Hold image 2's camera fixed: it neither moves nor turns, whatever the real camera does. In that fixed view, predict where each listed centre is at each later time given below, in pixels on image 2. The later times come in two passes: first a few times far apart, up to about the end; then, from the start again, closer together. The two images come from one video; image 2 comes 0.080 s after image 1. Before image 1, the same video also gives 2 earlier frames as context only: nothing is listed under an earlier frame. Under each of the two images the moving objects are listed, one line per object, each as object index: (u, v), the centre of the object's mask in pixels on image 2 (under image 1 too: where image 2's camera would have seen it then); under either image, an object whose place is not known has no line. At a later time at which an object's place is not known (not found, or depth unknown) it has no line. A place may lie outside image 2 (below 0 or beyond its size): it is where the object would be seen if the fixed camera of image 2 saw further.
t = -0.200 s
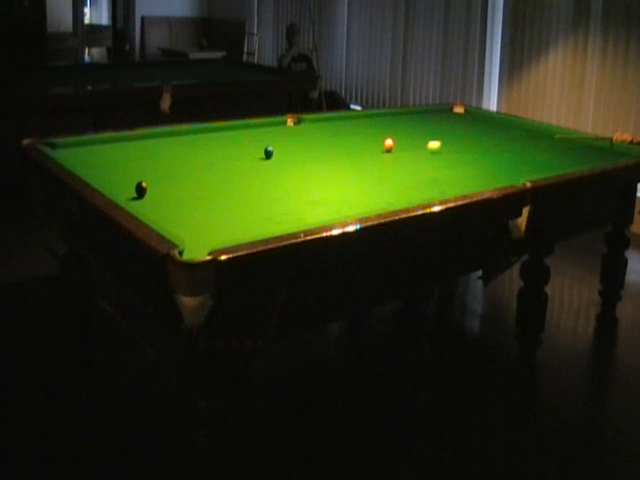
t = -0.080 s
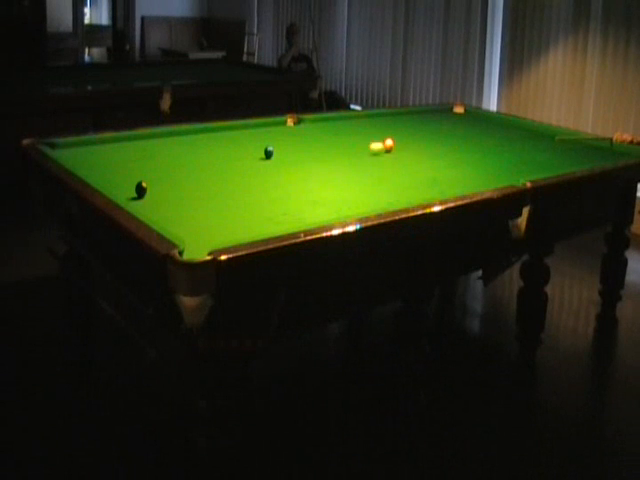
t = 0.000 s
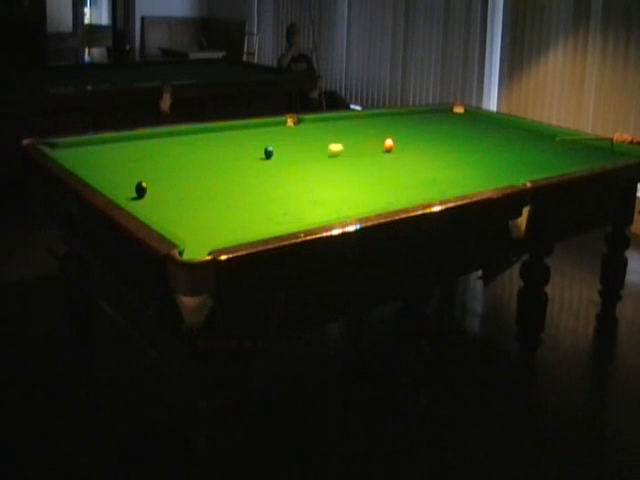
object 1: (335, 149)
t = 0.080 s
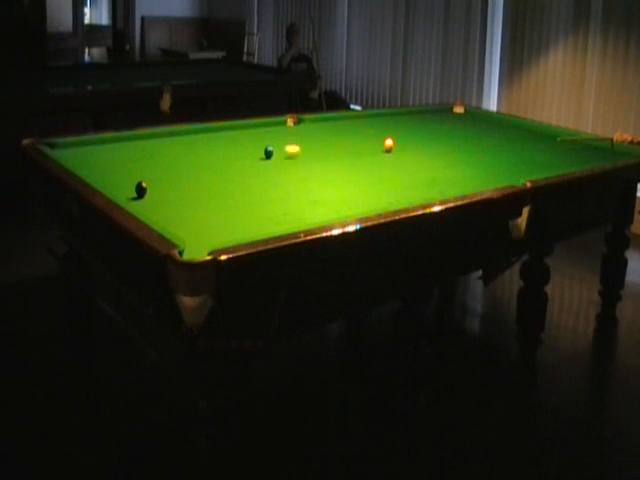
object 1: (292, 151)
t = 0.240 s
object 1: (273, 157)
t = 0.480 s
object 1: (241, 169)
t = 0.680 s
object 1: (203, 180)
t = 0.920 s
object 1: (153, 196)
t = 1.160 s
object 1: (165, 201)
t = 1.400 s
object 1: (220, 199)
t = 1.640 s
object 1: (272, 198)
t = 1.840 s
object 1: (312, 197)
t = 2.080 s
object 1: (358, 197)
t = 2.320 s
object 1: (400, 195)
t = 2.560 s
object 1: (439, 191)
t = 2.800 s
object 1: (456, 187)
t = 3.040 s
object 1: (467, 182)
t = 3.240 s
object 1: (474, 180)
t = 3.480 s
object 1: (483, 175)
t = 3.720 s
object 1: (491, 171)
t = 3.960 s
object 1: (498, 166)
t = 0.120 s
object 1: (278, 152)
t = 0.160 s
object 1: (277, 153)
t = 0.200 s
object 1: (275, 155)
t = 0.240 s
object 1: (273, 157)
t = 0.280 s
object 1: (270, 159)
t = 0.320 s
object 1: (265, 161)
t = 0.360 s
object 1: (260, 163)
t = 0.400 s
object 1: (254, 165)
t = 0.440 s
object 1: (248, 167)
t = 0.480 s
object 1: (241, 169)
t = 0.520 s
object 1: (233, 171)
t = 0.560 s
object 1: (226, 174)
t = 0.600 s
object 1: (219, 176)
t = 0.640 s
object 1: (211, 178)
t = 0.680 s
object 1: (203, 180)
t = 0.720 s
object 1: (195, 183)
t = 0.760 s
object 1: (187, 185)
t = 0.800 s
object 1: (179, 188)
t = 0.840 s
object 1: (171, 190)
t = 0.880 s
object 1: (162, 193)
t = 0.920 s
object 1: (153, 196)
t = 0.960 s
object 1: (145, 198)
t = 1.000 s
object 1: (136, 198)
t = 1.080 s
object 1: (146, 201)
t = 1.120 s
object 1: (156, 201)
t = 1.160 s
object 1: (165, 201)
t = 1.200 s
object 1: (175, 201)
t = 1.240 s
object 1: (184, 200)
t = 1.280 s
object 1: (193, 200)
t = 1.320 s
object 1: (202, 200)
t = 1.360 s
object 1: (211, 200)
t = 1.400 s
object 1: (220, 199)
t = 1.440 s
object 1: (229, 199)
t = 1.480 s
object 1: (238, 199)
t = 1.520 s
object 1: (246, 199)
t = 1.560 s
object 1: (255, 199)
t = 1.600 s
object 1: (263, 198)
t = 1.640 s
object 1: (272, 198)
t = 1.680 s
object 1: (280, 198)
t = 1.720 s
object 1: (288, 198)
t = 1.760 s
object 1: (296, 198)
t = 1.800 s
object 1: (304, 198)
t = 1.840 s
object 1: (312, 197)
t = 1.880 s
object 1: (320, 197)
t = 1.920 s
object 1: (328, 197)
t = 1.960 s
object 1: (336, 197)
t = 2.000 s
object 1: (343, 197)
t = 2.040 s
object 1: (350, 197)
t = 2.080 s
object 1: (358, 197)
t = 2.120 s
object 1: (365, 197)
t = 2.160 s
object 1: (372, 197)
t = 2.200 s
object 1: (379, 197)
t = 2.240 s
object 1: (386, 196)
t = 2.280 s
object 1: (393, 196)
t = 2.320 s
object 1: (400, 195)
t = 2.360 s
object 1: (407, 195)
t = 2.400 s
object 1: (414, 194)
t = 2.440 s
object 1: (420, 193)
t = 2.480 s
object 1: (427, 193)
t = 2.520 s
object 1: (433, 192)
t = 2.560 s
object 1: (439, 191)
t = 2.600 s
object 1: (445, 191)
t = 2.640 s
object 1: (448, 190)
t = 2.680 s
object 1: (450, 189)
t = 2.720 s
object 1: (452, 188)
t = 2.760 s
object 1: (454, 187)
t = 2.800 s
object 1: (456, 187)
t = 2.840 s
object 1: (457, 186)
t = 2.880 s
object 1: (459, 185)
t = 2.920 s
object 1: (461, 184)
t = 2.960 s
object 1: (463, 184)
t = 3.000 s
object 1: (465, 183)
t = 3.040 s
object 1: (467, 182)
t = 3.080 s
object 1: (468, 182)
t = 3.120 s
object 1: (470, 181)
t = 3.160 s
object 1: (471, 181)
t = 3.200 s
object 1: (473, 180)
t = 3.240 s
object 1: (474, 180)
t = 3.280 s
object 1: (476, 179)
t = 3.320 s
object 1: (478, 178)
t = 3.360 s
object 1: (479, 177)
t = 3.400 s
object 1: (480, 177)
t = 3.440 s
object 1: (482, 176)
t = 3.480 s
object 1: (483, 175)
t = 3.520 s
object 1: (485, 174)
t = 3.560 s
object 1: (486, 174)
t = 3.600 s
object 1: (487, 173)
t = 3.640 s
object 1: (488, 172)
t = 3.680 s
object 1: (490, 171)
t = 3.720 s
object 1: (491, 171)
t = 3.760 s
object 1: (492, 170)
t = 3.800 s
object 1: (493, 169)
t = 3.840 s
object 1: (494, 169)
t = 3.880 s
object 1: (496, 168)
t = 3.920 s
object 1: (497, 167)
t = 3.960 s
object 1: (498, 166)
